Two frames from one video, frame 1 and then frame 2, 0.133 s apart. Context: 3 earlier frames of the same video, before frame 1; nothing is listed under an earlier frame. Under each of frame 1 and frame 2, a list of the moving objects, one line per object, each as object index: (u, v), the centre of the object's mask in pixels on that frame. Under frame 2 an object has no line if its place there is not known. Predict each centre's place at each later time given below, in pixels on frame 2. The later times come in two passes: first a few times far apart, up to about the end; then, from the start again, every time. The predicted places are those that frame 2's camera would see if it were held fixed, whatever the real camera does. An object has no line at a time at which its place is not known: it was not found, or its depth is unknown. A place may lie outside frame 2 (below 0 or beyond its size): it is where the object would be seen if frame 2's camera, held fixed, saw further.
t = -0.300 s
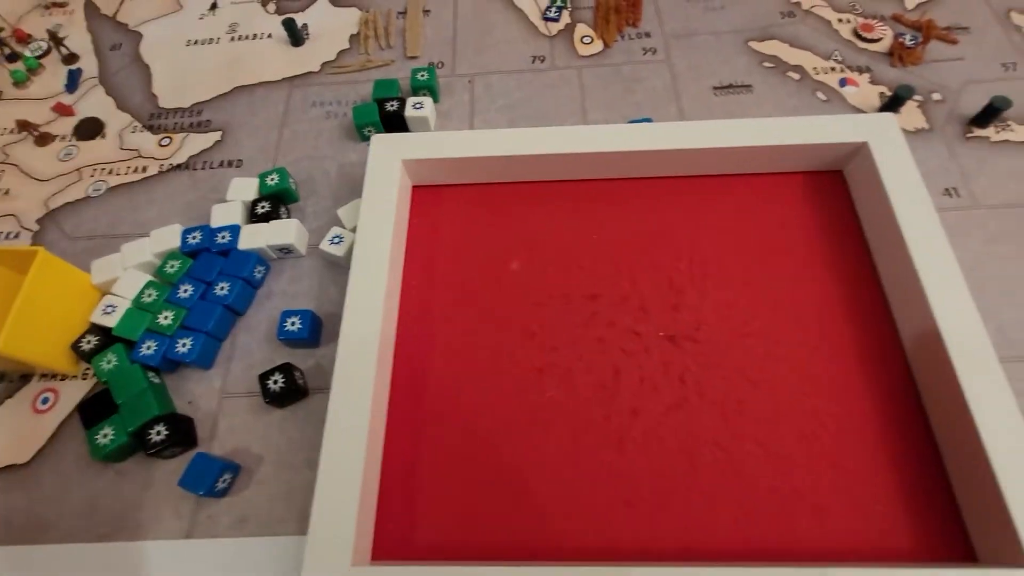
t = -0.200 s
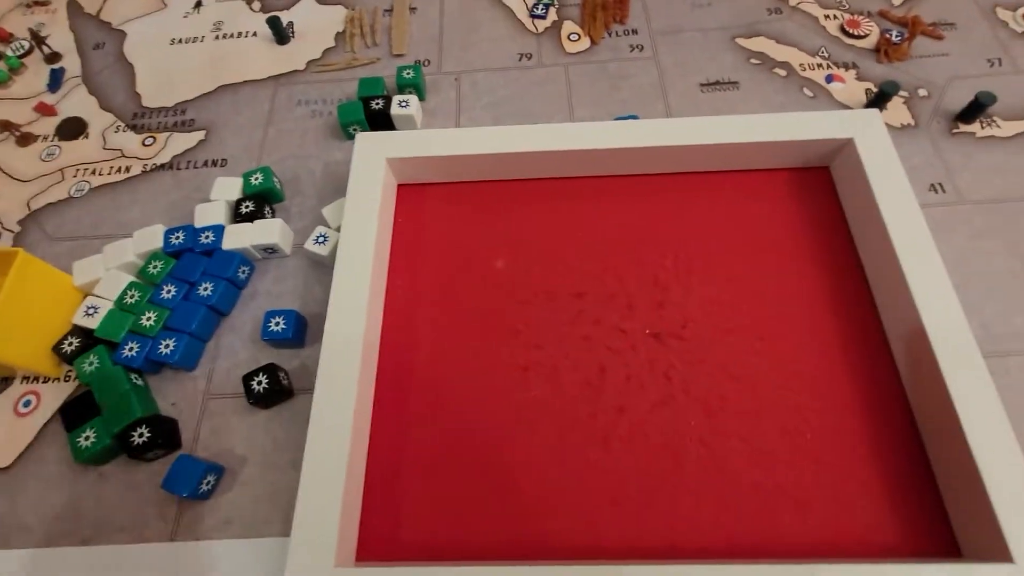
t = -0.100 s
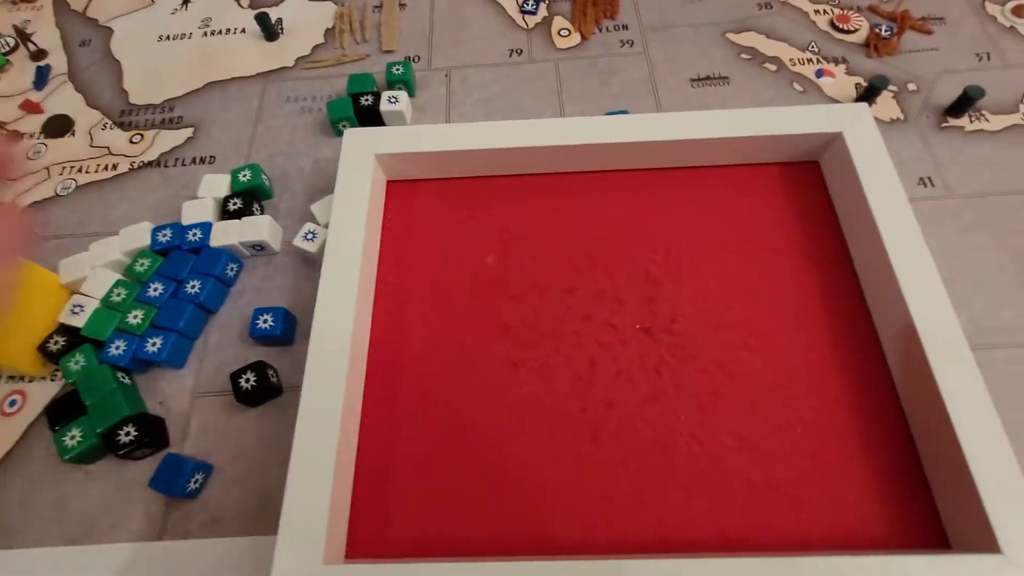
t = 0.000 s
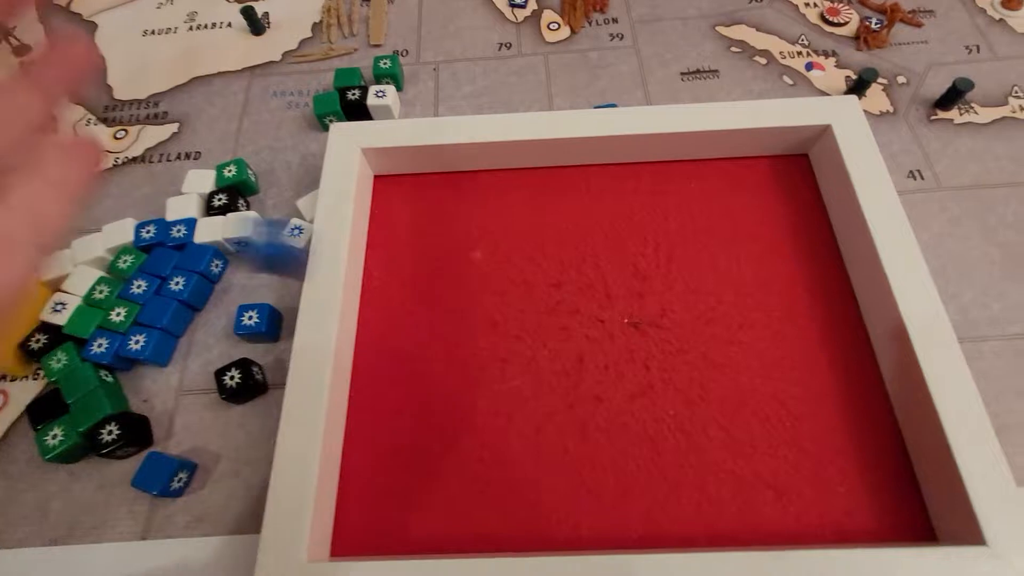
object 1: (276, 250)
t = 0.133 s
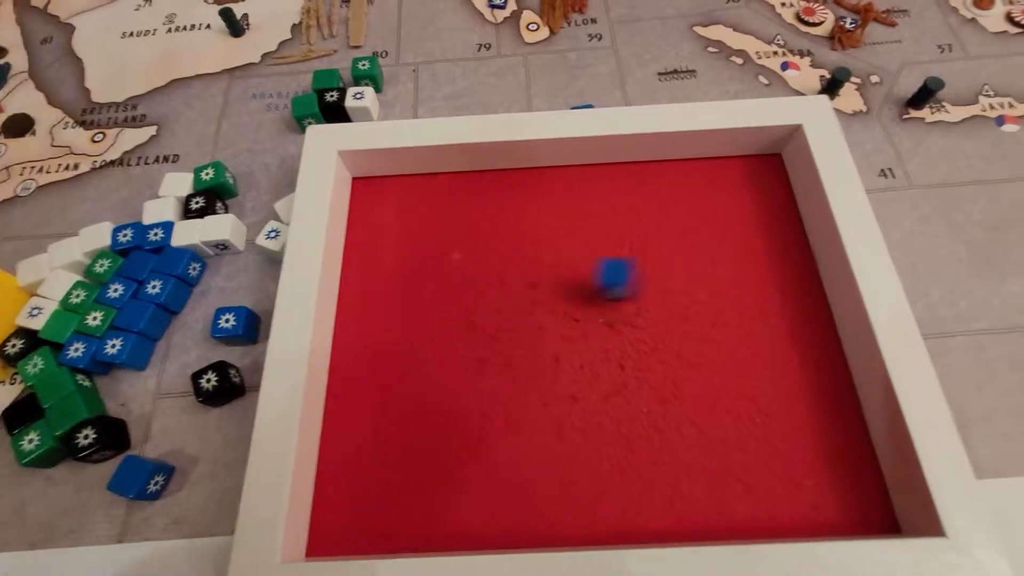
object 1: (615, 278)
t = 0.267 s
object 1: (792, 235)
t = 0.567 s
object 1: (762, 220)
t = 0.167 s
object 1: (668, 275)
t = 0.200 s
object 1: (716, 263)
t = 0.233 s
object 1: (758, 254)
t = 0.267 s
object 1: (792, 235)
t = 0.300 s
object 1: (785, 229)
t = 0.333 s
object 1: (776, 224)
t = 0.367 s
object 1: (770, 220)
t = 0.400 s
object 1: (764, 219)
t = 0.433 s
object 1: (761, 219)
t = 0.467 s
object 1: (762, 220)
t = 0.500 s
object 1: (762, 220)
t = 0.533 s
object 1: (762, 220)
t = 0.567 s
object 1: (762, 220)
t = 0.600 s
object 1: (762, 220)
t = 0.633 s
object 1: (762, 220)
